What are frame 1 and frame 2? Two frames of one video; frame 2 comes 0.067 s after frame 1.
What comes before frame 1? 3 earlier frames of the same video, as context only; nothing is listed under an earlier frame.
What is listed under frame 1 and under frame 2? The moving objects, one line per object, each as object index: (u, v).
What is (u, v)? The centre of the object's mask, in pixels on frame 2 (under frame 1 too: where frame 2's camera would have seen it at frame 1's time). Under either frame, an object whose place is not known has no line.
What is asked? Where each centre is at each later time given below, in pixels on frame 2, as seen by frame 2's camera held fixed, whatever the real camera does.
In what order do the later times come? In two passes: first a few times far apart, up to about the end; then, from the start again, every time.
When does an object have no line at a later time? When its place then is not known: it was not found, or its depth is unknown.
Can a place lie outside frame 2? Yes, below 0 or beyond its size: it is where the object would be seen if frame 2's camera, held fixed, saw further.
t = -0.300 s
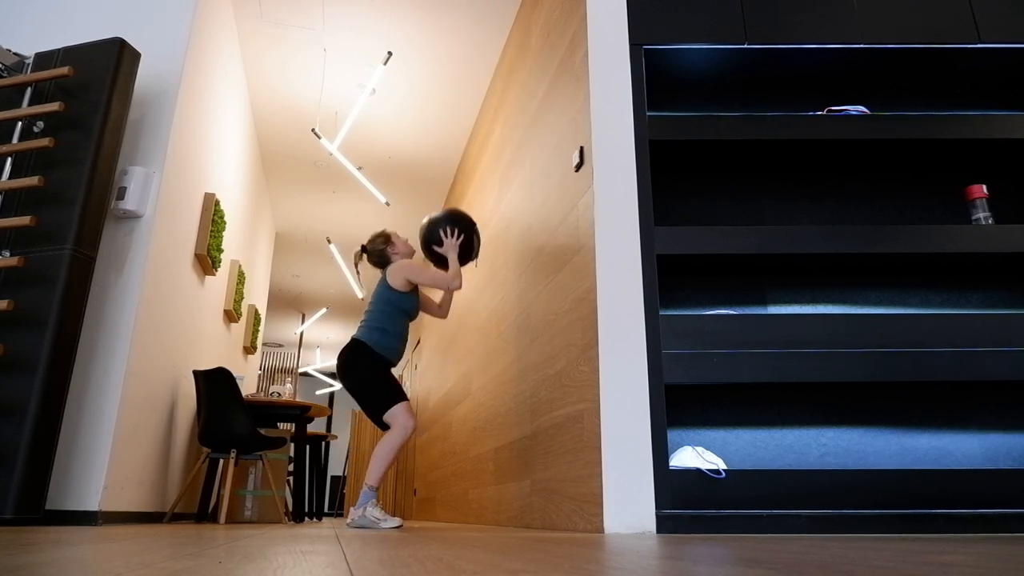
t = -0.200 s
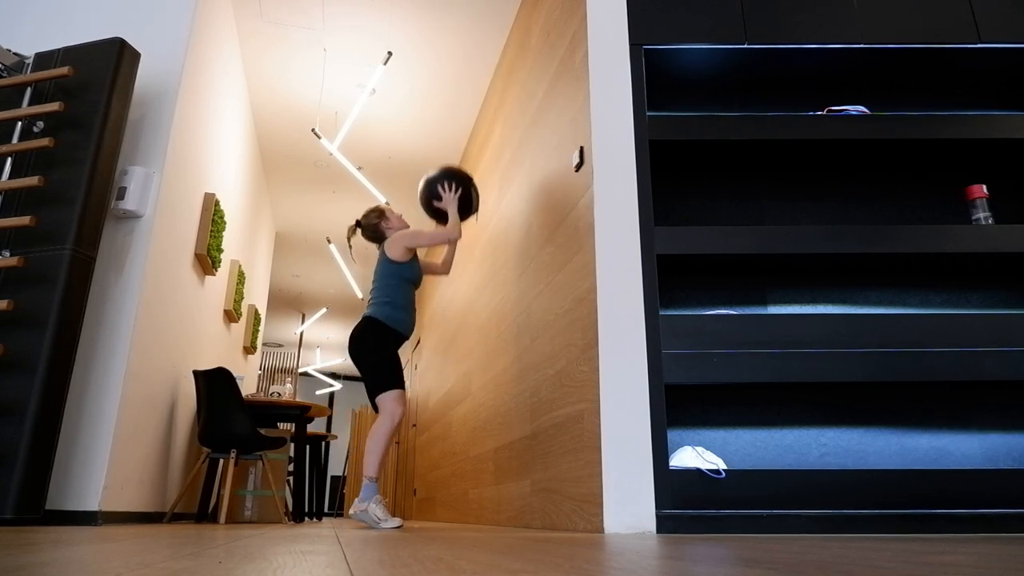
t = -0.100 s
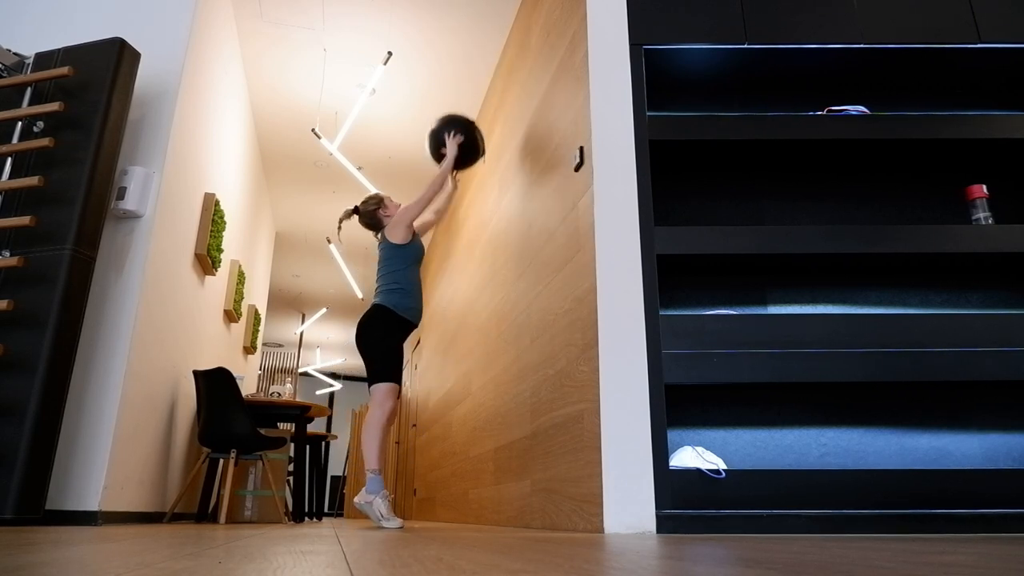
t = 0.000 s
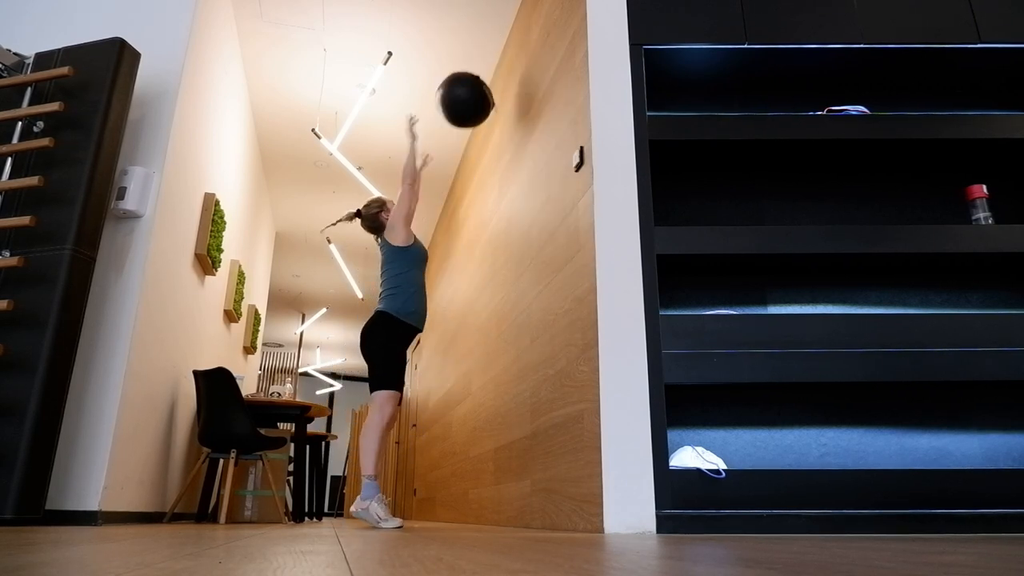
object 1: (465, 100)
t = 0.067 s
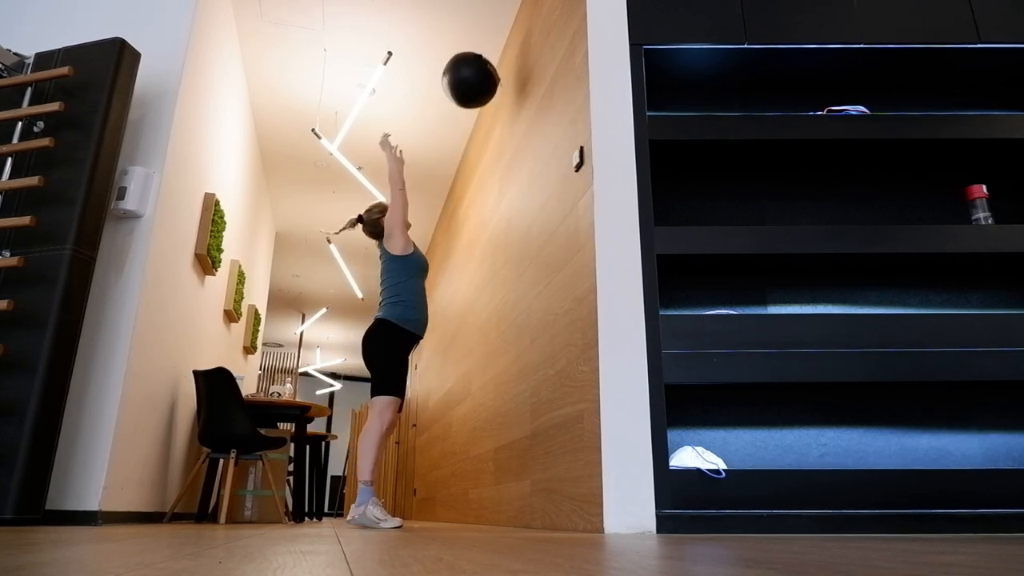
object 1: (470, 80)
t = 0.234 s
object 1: (482, 58)
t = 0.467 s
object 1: (481, 82)
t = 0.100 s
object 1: (472, 73)
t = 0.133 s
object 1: (475, 67)
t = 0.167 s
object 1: (478, 62)
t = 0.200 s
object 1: (480, 59)
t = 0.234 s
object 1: (482, 58)
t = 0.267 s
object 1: (485, 57)
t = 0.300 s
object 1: (487, 59)
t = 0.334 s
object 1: (488, 61)
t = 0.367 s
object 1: (487, 65)
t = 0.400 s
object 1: (485, 69)
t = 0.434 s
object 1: (483, 75)
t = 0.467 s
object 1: (481, 82)
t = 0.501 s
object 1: (479, 91)
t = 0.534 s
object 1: (477, 102)
